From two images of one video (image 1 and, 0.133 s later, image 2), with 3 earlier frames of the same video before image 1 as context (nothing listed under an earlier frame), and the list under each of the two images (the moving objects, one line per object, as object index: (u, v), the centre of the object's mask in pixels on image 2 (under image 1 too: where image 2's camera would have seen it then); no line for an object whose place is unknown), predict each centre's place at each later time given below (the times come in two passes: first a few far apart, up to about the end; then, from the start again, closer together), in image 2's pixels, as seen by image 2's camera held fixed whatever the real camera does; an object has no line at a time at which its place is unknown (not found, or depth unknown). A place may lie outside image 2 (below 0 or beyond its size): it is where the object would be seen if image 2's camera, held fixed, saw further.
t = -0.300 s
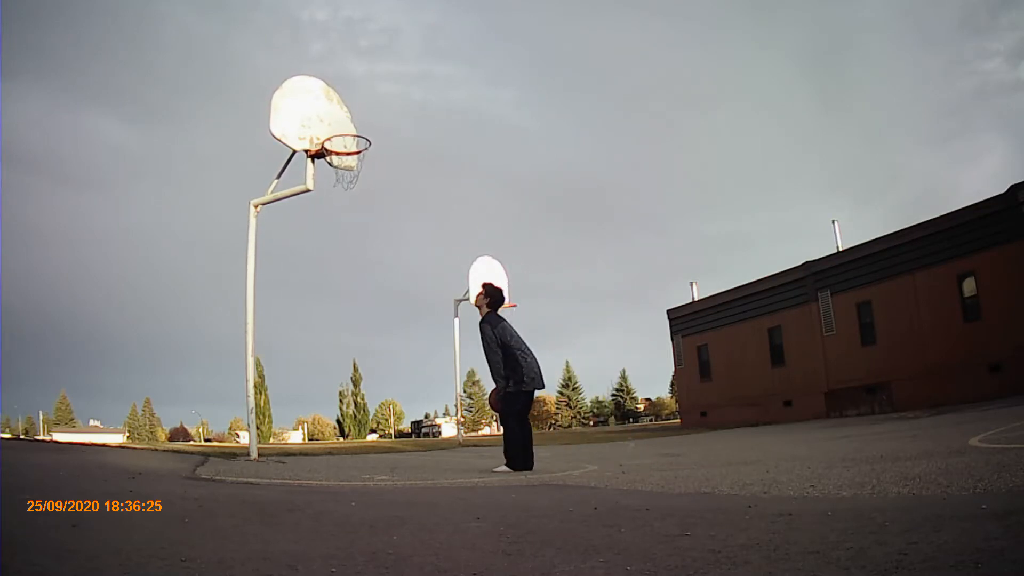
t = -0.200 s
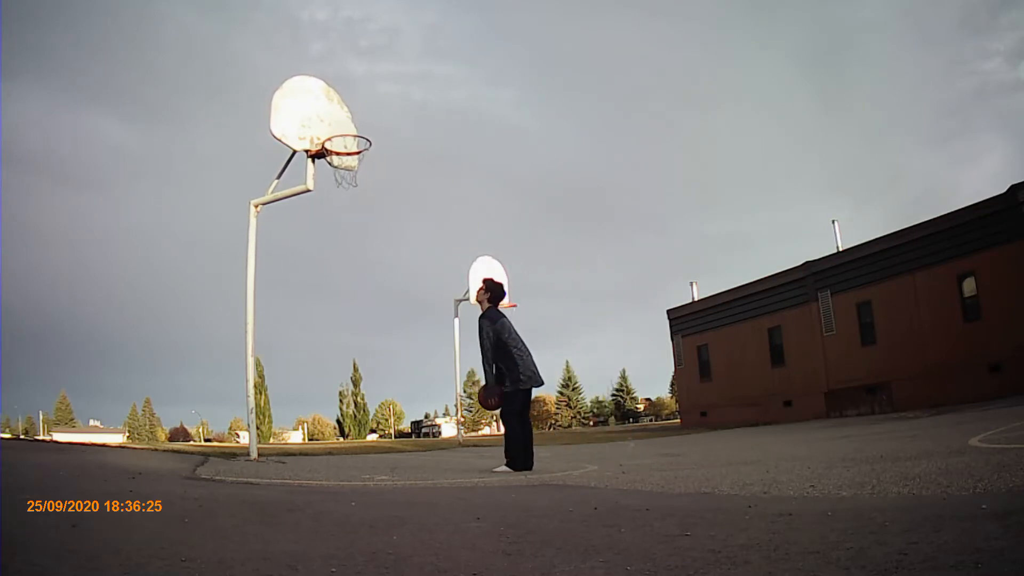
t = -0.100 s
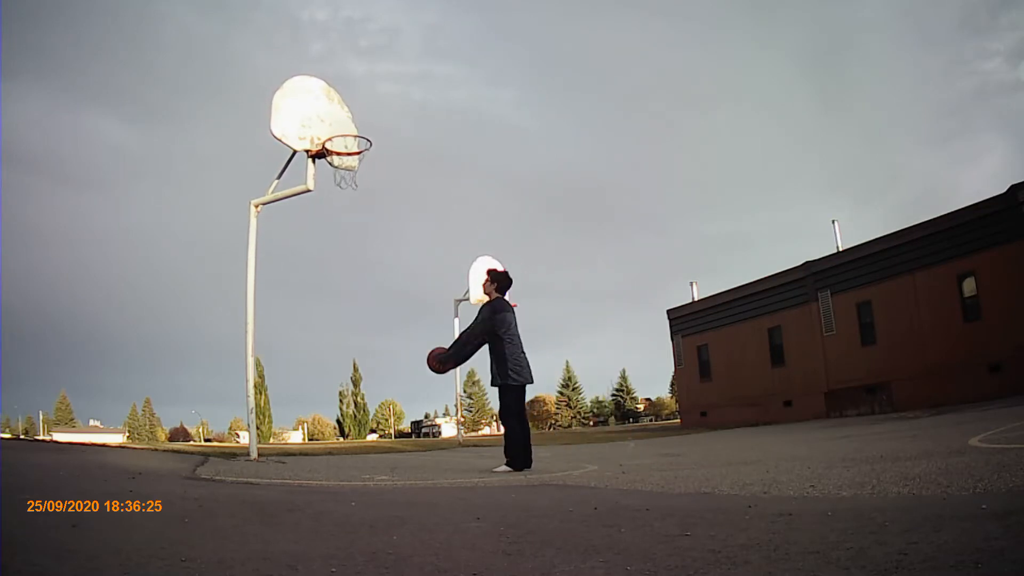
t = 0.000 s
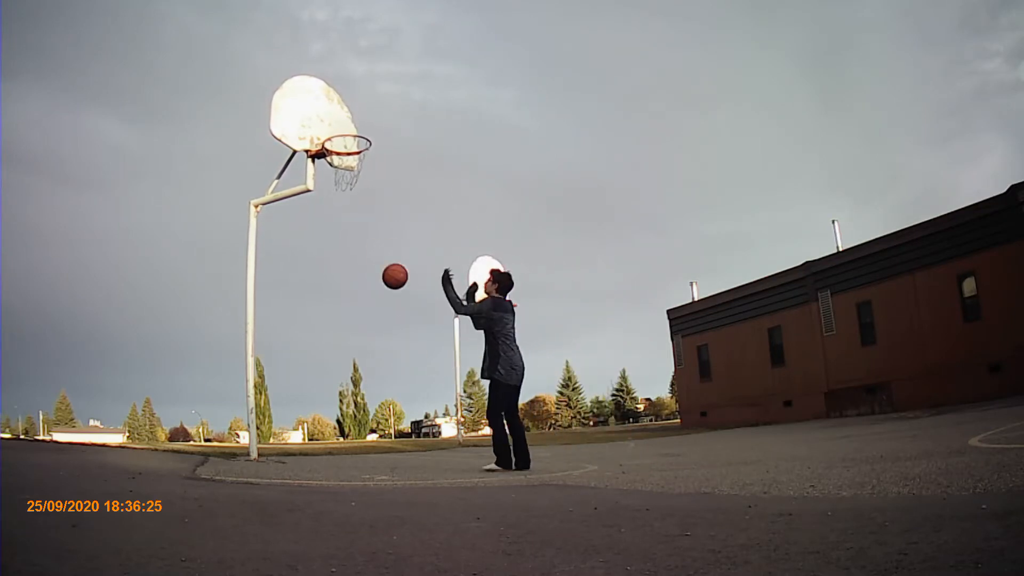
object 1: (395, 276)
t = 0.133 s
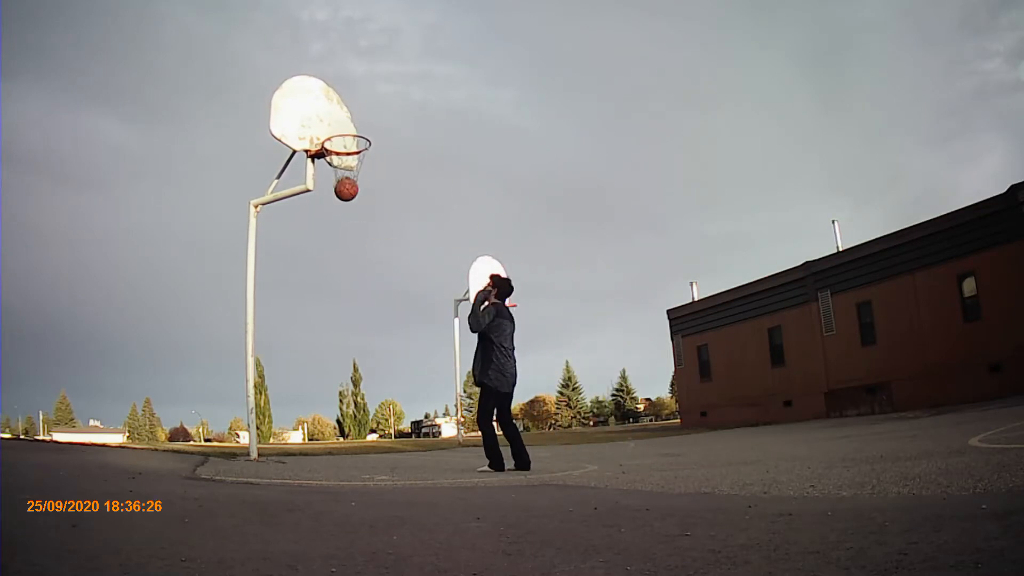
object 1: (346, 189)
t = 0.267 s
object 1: (328, 197)
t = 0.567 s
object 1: (325, 355)
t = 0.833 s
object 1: (334, 400)
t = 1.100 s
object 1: (350, 325)
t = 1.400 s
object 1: (370, 310)
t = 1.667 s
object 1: (389, 349)
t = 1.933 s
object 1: (410, 434)
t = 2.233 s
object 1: (434, 388)
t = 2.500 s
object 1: (458, 372)
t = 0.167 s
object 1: (336, 174)
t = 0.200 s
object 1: (329, 170)
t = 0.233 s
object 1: (328, 183)
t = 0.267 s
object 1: (328, 197)
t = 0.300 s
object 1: (327, 212)
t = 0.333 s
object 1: (326, 228)
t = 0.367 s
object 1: (326, 244)
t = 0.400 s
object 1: (325, 261)
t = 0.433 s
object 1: (325, 279)
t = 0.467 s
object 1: (325, 297)
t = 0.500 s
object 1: (325, 316)
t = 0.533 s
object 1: (325, 335)
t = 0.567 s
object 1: (325, 355)
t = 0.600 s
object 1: (325, 375)
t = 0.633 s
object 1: (326, 396)
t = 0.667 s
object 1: (327, 417)
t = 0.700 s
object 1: (328, 439)
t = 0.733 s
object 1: (330, 445)
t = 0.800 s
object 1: (332, 414)
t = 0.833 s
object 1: (334, 400)
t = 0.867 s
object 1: (336, 387)
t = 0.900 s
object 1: (338, 375)
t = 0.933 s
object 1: (340, 364)
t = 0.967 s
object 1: (342, 355)
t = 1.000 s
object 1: (344, 346)
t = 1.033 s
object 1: (346, 338)
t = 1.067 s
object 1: (348, 331)
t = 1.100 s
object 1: (350, 325)
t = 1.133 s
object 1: (353, 320)
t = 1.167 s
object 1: (355, 316)
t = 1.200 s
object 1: (357, 313)
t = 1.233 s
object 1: (359, 310)
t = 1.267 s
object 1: (361, 308)
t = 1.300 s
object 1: (363, 308)
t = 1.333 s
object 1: (366, 308)
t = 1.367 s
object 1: (368, 308)
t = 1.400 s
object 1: (370, 310)
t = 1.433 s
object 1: (372, 312)
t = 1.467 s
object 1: (375, 315)
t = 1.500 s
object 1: (377, 319)
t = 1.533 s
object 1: (379, 324)
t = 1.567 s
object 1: (382, 329)
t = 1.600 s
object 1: (384, 335)
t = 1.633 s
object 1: (386, 342)
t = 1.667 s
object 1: (389, 349)
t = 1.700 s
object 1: (391, 357)
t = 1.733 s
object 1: (394, 366)
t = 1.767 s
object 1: (396, 376)
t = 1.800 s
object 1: (399, 386)
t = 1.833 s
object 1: (401, 397)
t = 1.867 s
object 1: (404, 408)
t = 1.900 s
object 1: (407, 421)
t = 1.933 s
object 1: (410, 434)
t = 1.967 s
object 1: (413, 447)
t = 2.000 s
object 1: (415, 442)
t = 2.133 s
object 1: (426, 407)
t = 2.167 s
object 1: (429, 400)
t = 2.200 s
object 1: (431, 394)
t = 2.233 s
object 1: (434, 388)
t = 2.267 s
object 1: (437, 384)
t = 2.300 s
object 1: (440, 380)
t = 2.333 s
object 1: (443, 377)
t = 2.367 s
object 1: (446, 375)
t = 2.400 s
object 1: (449, 373)
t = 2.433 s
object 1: (452, 372)
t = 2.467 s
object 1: (455, 372)
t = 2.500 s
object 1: (458, 372)
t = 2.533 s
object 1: (461, 374)
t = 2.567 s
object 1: (464, 376)
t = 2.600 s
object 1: (467, 378)
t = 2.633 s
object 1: (470, 382)
